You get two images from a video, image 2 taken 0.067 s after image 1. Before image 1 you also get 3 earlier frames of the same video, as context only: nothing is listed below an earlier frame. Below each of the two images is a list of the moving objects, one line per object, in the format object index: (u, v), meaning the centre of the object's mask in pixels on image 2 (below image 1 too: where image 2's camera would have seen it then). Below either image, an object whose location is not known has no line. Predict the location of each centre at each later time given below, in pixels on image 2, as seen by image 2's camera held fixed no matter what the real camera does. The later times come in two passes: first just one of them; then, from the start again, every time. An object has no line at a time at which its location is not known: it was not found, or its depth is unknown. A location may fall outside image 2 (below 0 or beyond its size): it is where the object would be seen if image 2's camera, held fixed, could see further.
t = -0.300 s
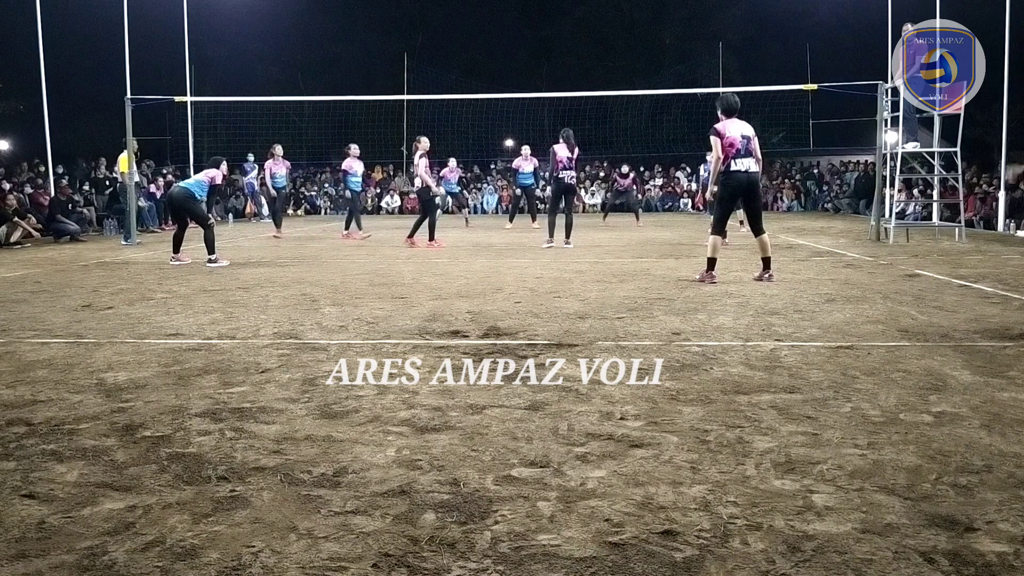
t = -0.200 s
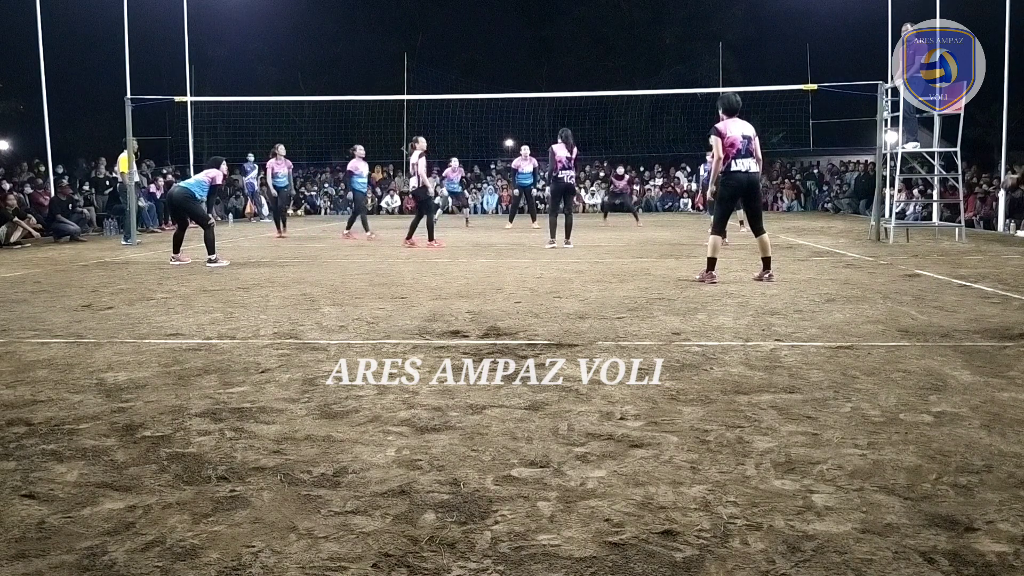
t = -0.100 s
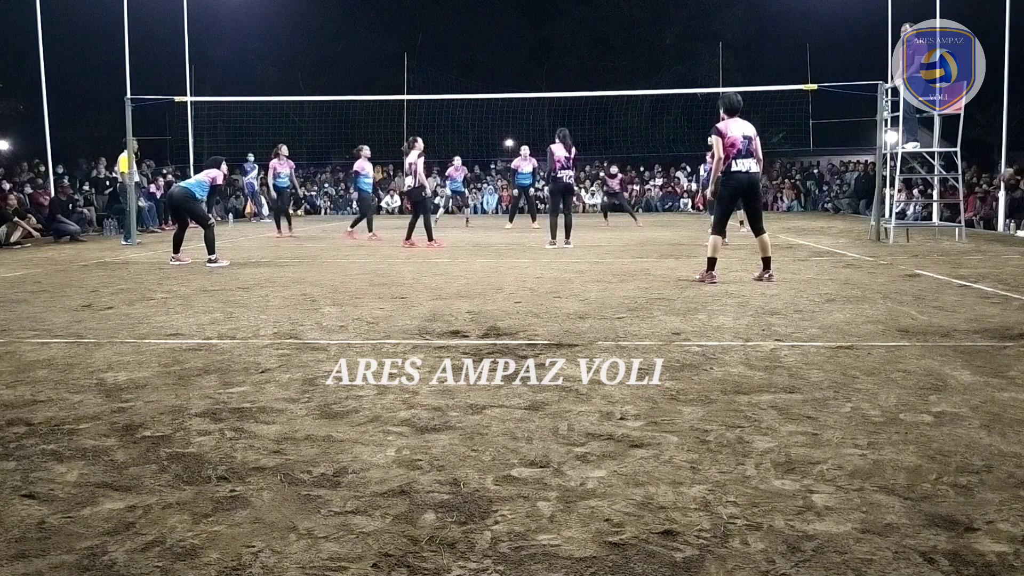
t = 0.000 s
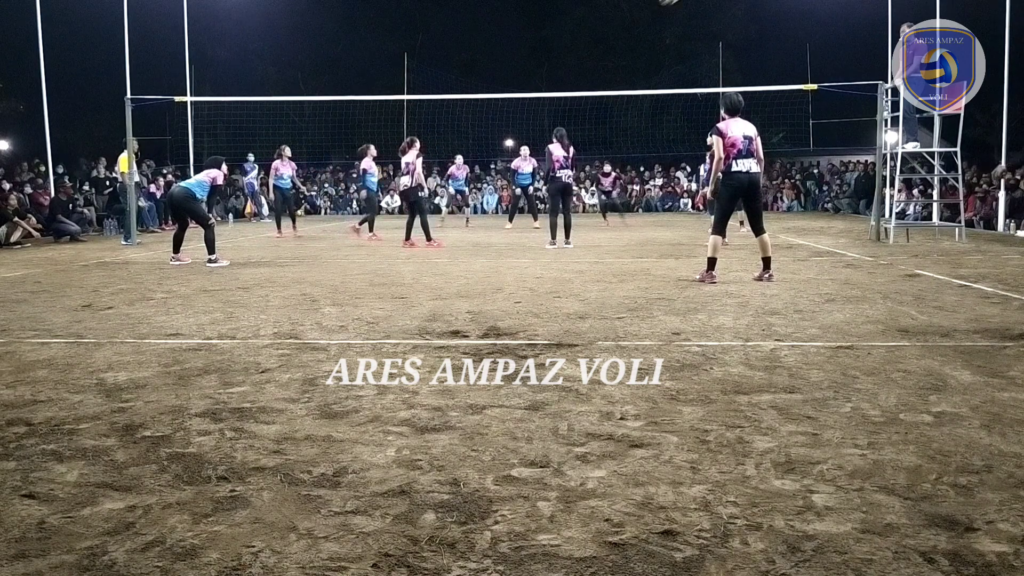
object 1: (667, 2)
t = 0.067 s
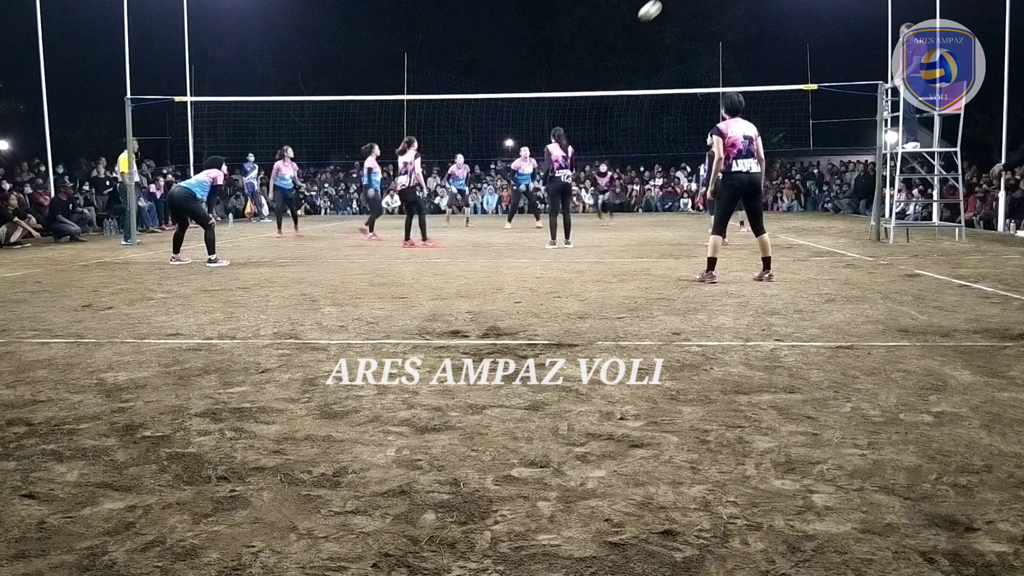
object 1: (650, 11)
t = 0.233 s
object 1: (606, 56)
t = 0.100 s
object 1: (640, 19)
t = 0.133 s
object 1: (631, 28)
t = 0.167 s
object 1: (622, 37)
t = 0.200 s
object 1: (614, 46)
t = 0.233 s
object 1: (606, 56)
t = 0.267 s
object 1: (599, 65)
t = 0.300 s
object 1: (592, 74)
